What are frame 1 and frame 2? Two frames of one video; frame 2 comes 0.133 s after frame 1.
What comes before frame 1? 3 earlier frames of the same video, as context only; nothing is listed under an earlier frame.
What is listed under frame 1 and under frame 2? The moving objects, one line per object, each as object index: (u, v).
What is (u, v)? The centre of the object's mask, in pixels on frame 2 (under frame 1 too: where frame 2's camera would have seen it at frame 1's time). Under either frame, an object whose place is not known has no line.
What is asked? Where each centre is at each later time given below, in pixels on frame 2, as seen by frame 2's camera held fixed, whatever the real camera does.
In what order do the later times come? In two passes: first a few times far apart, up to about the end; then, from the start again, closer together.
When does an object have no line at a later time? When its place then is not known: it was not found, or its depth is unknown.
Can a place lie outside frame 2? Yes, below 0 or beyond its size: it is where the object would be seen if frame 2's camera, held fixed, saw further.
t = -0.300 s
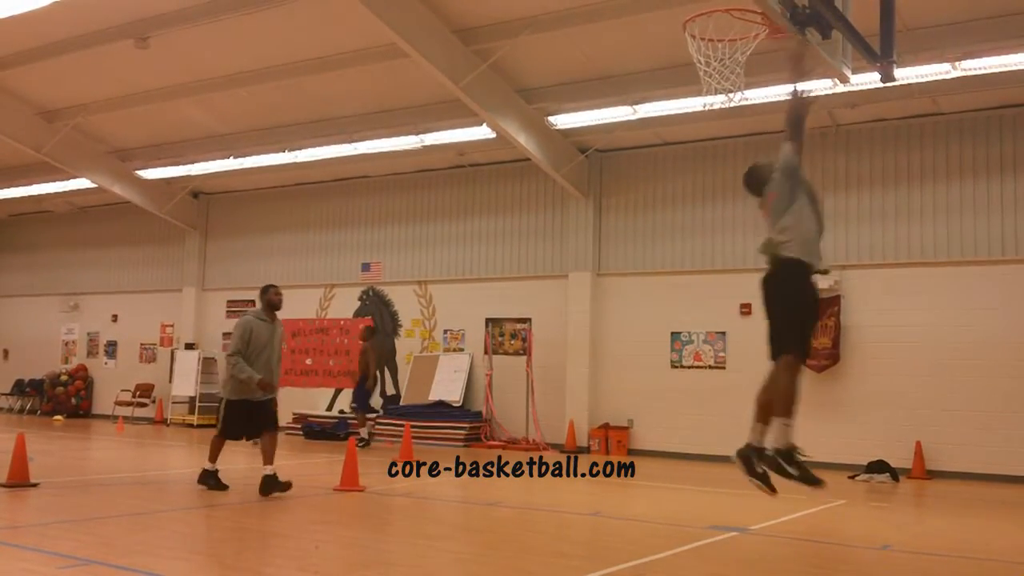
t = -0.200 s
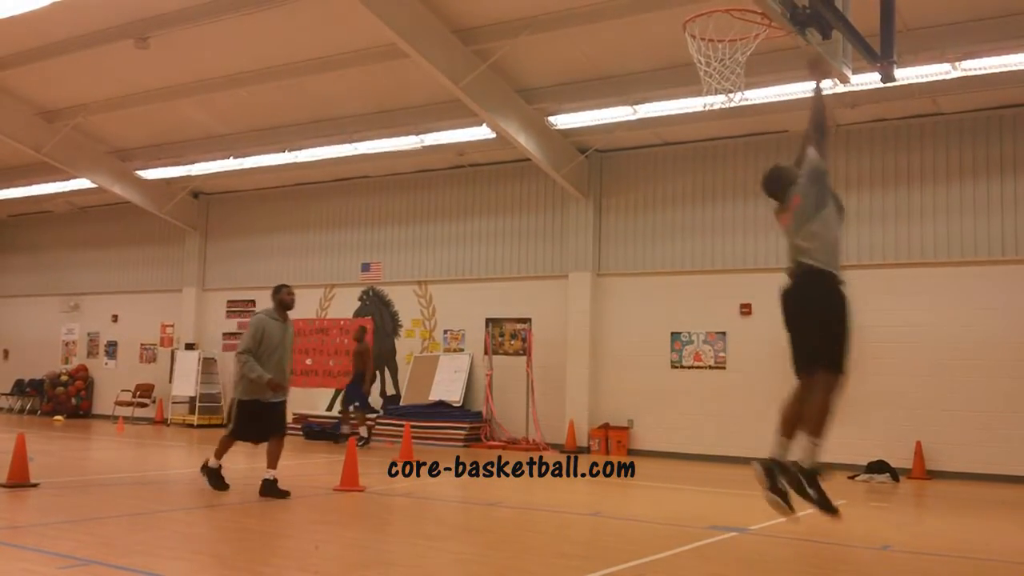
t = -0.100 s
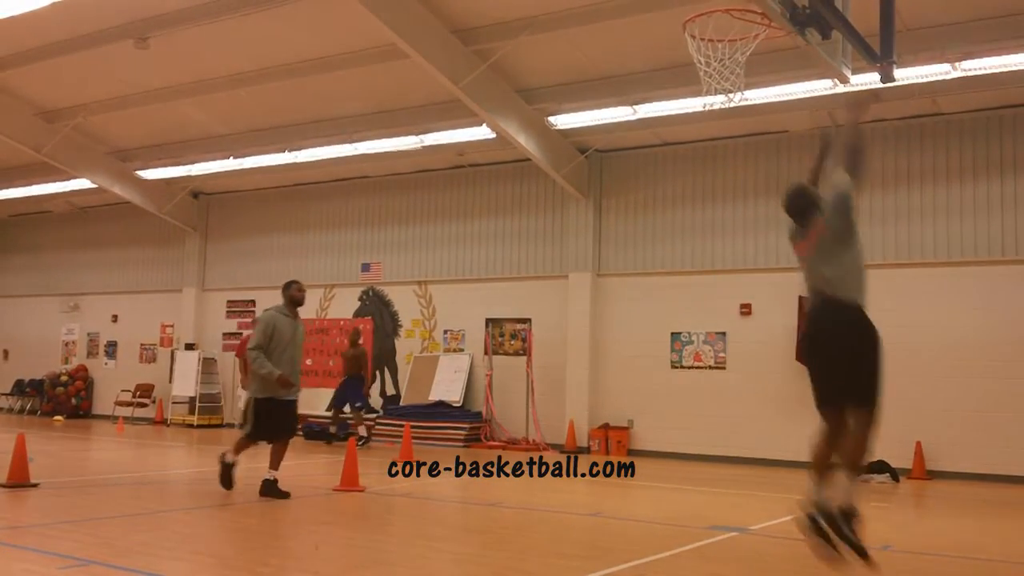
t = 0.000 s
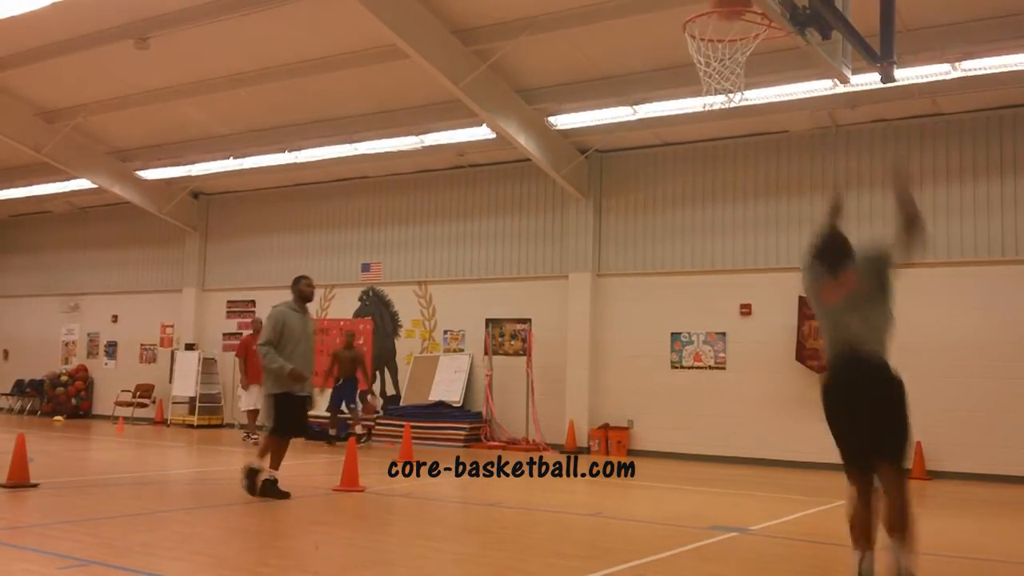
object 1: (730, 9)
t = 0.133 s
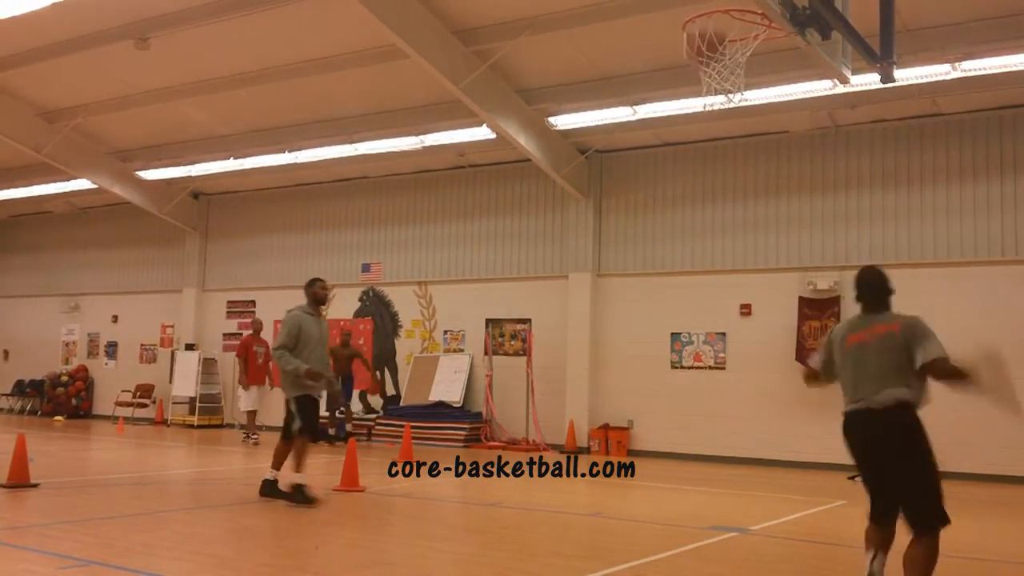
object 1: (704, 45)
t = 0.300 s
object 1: (716, 130)
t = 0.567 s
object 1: (735, 351)
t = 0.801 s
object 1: (756, 491)
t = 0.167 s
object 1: (706, 58)
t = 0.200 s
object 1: (711, 78)
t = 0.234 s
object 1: (711, 94)
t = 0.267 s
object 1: (714, 112)
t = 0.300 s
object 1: (716, 130)
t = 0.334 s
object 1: (719, 153)
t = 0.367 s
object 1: (720, 171)
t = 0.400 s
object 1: (723, 197)
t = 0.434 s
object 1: (725, 224)
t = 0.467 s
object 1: (727, 251)
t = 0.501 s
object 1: (729, 280)
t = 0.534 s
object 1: (732, 314)
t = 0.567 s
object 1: (735, 351)
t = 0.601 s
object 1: (736, 389)
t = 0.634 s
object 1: (737, 426)
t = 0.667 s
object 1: (739, 472)
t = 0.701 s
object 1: (742, 514)
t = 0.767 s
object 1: (750, 521)
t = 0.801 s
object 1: (756, 491)
